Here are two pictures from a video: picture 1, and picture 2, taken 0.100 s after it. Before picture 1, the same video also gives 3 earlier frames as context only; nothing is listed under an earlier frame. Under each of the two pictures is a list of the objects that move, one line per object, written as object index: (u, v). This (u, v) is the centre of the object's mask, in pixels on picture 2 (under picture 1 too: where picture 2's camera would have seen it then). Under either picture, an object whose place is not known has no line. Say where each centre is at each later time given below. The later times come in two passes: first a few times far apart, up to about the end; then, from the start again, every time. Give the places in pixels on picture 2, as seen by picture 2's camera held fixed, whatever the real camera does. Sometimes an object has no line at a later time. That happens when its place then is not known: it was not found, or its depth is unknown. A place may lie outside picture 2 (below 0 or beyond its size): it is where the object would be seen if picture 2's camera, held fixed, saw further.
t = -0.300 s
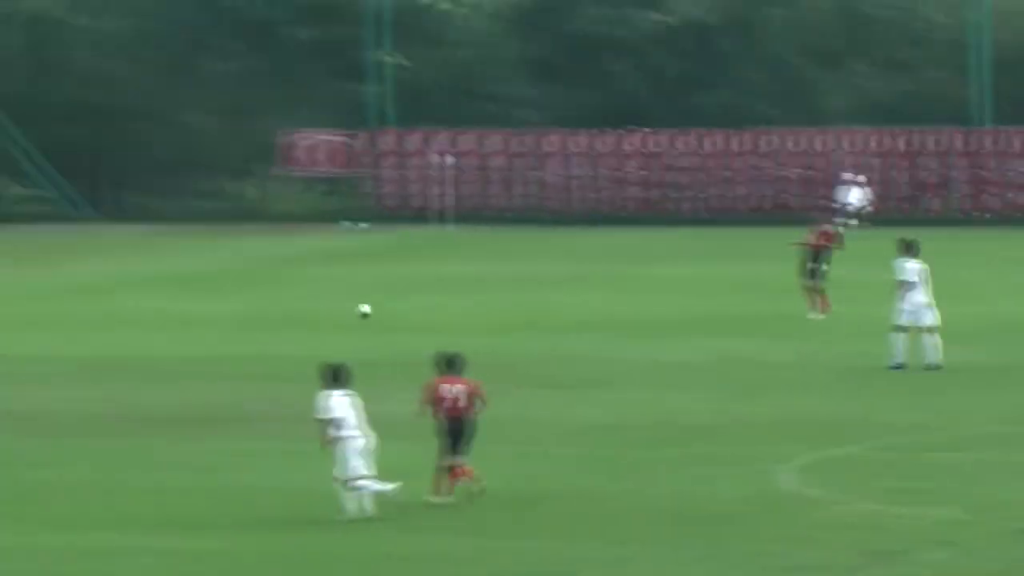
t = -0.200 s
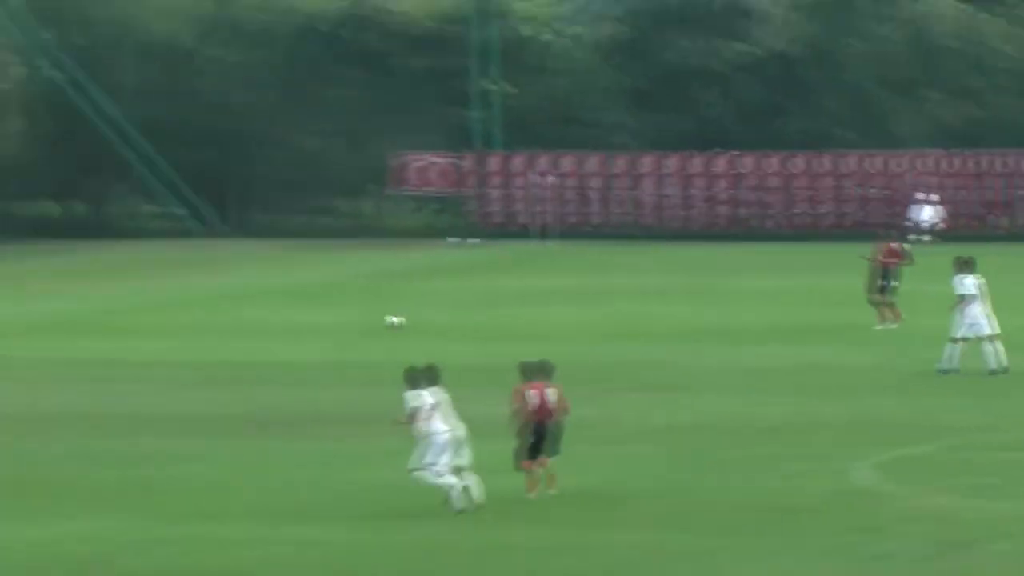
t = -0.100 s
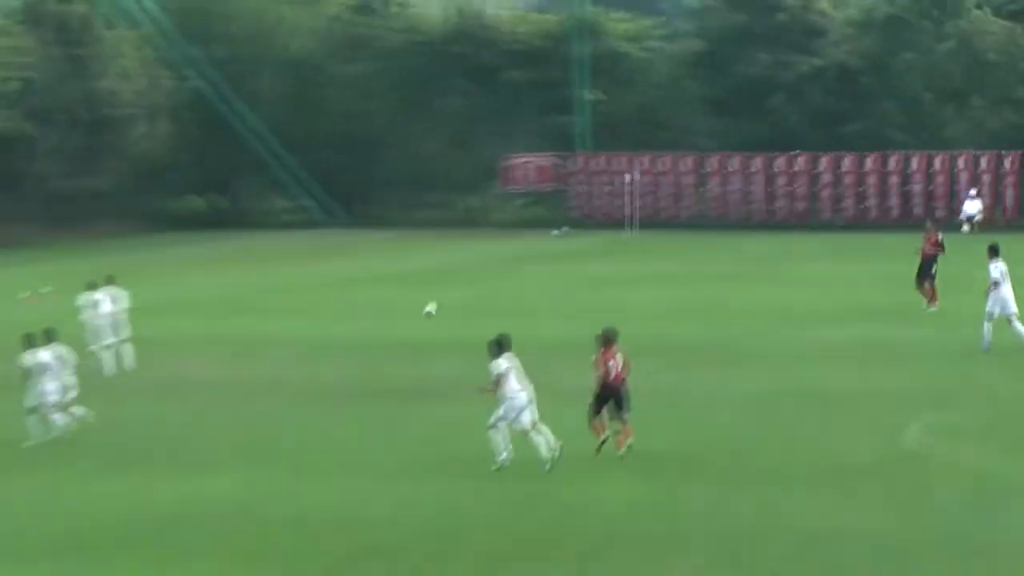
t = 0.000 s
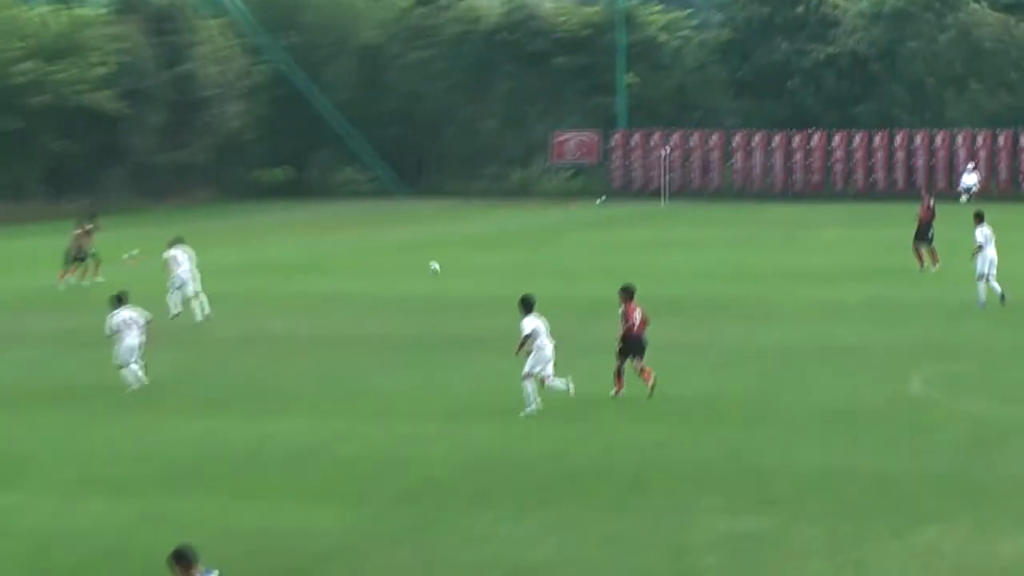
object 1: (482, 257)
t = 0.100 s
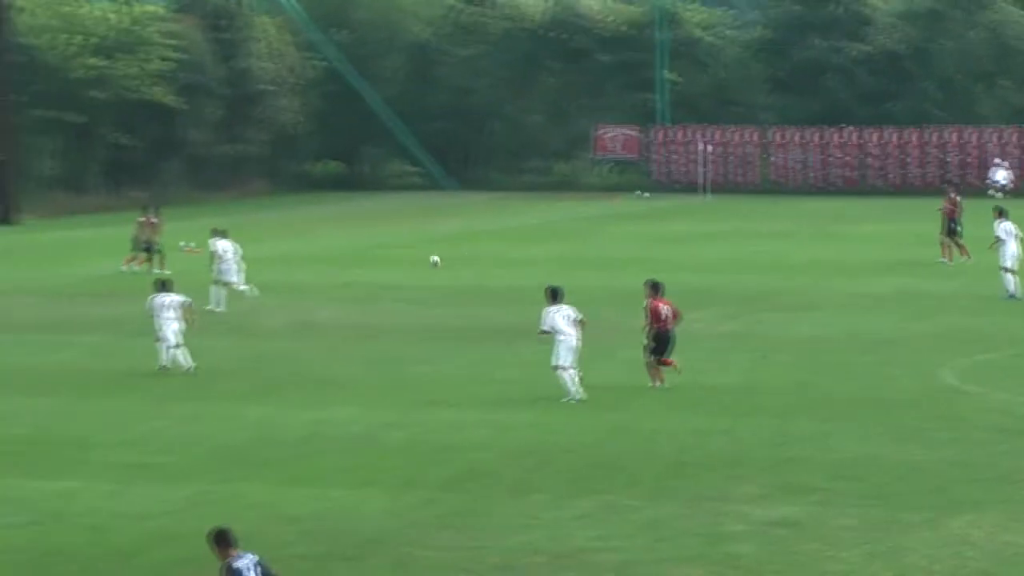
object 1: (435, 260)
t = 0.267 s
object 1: (366, 261)
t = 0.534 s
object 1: (269, 265)
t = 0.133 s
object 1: (420, 261)
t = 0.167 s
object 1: (405, 264)
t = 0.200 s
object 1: (392, 264)
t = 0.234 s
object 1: (379, 262)
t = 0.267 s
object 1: (366, 261)
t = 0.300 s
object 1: (354, 261)
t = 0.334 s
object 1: (342, 261)
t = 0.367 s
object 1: (329, 260)
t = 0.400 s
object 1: (317, 262)
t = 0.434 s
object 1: (306, 264)
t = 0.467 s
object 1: (294, 267)
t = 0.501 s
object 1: (281, 266)
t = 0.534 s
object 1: (269, 265)
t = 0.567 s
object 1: (257, 266)
